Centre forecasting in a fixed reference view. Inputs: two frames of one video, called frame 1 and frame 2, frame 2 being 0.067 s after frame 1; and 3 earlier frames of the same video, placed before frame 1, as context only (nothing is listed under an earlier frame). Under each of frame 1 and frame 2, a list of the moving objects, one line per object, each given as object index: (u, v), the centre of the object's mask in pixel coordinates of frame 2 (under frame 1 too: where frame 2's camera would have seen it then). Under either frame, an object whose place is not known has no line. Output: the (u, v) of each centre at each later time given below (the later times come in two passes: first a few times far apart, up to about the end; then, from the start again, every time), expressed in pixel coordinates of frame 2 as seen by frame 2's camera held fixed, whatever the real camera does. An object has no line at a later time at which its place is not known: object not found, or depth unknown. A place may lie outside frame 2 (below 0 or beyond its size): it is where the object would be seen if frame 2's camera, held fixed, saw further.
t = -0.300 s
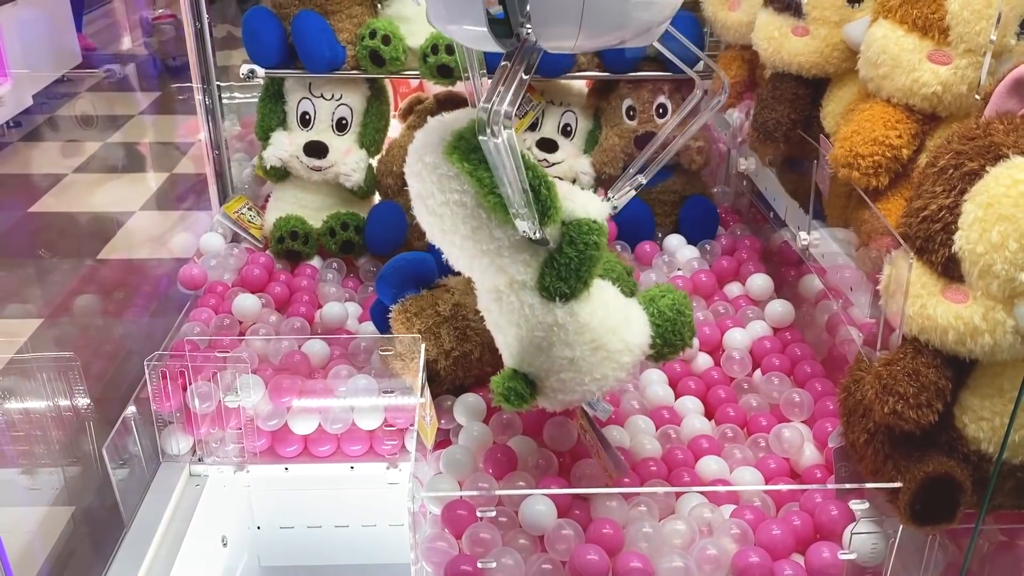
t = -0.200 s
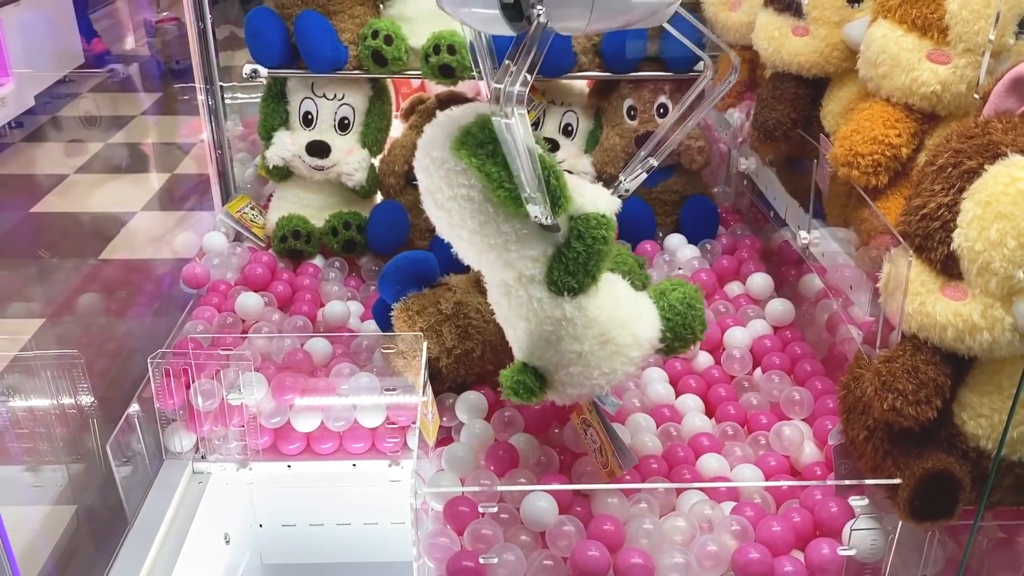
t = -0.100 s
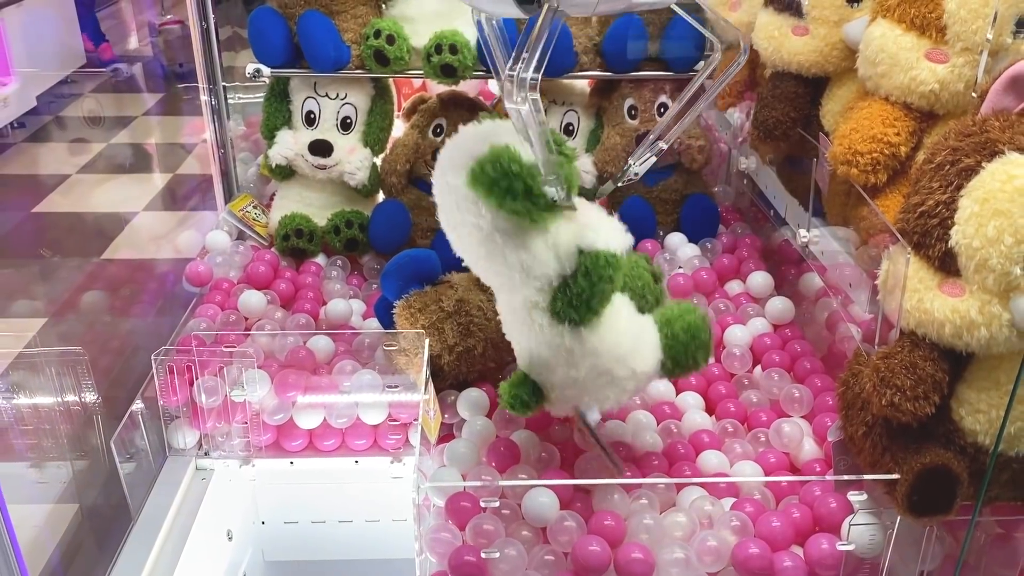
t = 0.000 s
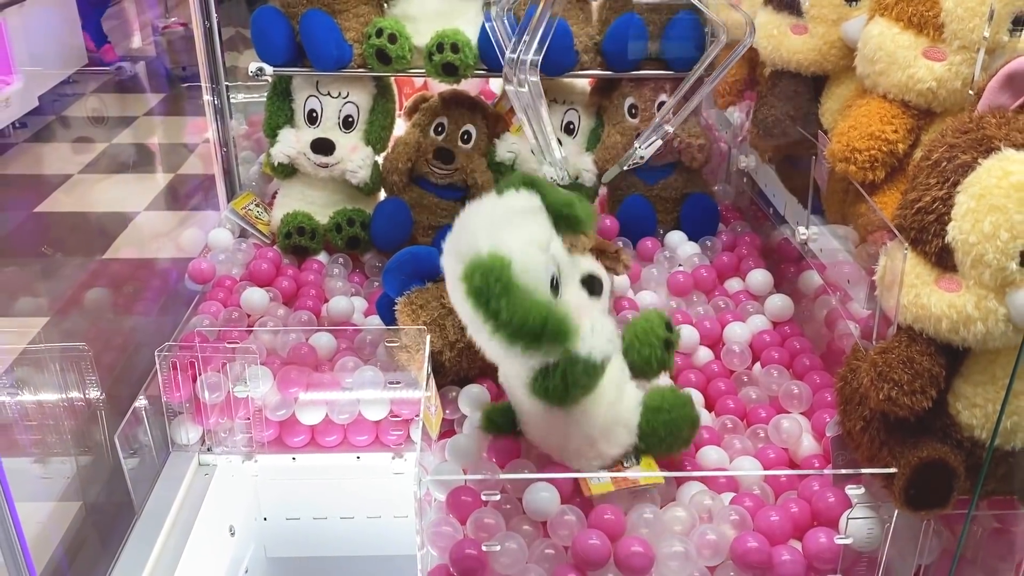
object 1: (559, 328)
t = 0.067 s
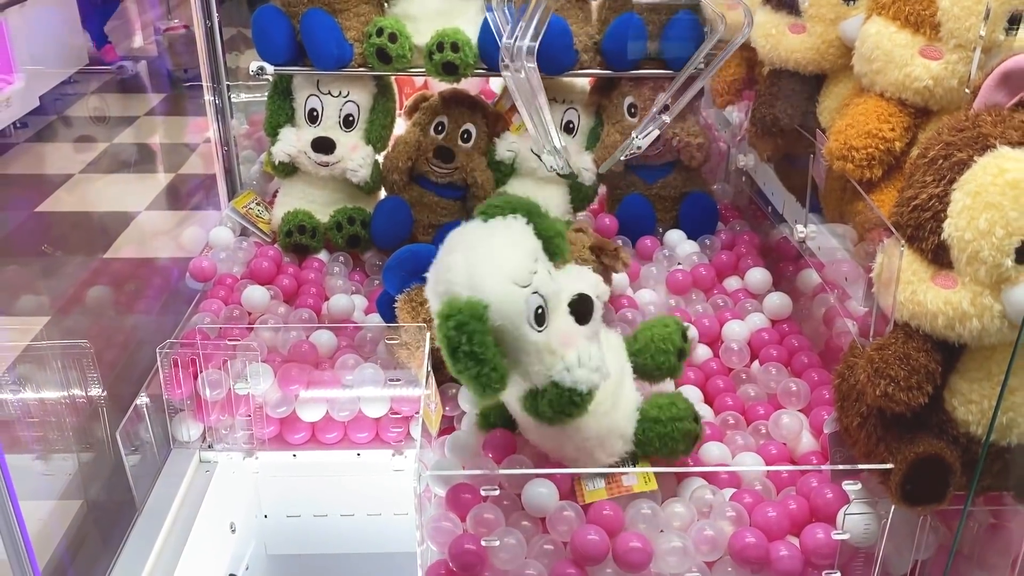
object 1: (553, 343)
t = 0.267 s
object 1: (498, 393)
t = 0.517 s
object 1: (510, 398)
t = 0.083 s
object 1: (549, 342)
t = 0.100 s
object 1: (545, 342)
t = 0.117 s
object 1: (542, 343)
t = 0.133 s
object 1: (537, 346)
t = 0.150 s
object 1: (533, 354)
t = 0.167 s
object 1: (528, 362)
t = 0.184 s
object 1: (523, 371)
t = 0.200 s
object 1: (516, 377)
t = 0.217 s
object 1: (509, 386)
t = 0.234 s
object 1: (503, 393)
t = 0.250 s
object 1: (500, 394)
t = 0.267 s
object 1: (498, 393)
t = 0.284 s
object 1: (499, 392)
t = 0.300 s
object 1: (502, 392)
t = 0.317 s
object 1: (505, 393)
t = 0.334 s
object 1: (508, 395)
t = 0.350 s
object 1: (510, 396)
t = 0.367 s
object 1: (512, 396)
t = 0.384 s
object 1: (512, 396)
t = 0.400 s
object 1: (512, 397)
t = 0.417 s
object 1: (511, 397)
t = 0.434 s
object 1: (510, 398)
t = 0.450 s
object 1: (515, 404)
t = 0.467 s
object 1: (510, 398)
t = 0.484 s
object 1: (509, 398)
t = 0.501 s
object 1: (509, 398)
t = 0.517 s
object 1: (510, 398)
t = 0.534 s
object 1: (510, 397)
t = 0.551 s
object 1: (509, 397)
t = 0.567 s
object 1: (509, 397)
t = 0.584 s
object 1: (509, 397)
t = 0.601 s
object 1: (509, 397)
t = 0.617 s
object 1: (509, 398)
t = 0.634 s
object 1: (509, 397)
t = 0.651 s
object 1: (509, 397)
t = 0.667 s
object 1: (509, 397)
